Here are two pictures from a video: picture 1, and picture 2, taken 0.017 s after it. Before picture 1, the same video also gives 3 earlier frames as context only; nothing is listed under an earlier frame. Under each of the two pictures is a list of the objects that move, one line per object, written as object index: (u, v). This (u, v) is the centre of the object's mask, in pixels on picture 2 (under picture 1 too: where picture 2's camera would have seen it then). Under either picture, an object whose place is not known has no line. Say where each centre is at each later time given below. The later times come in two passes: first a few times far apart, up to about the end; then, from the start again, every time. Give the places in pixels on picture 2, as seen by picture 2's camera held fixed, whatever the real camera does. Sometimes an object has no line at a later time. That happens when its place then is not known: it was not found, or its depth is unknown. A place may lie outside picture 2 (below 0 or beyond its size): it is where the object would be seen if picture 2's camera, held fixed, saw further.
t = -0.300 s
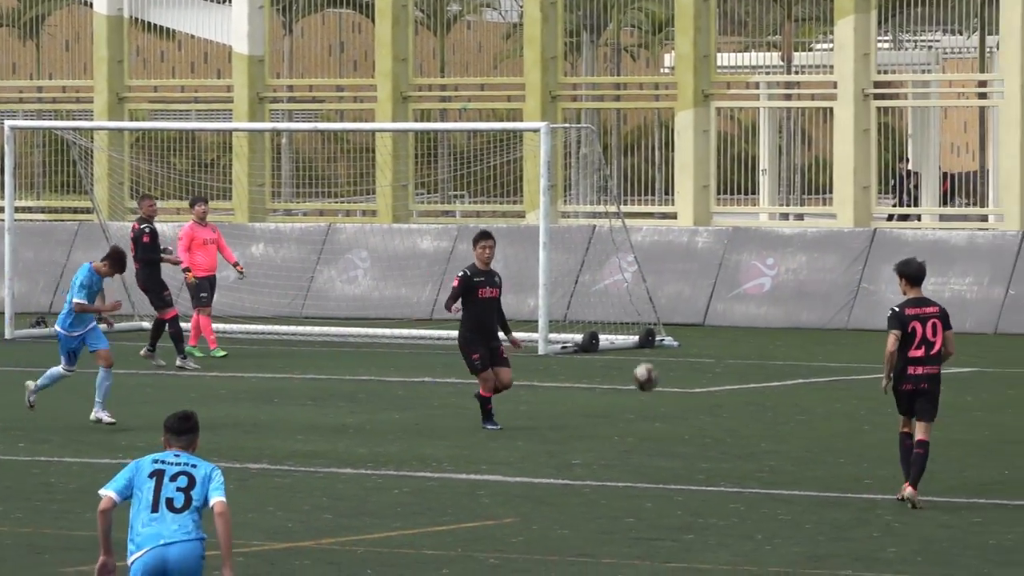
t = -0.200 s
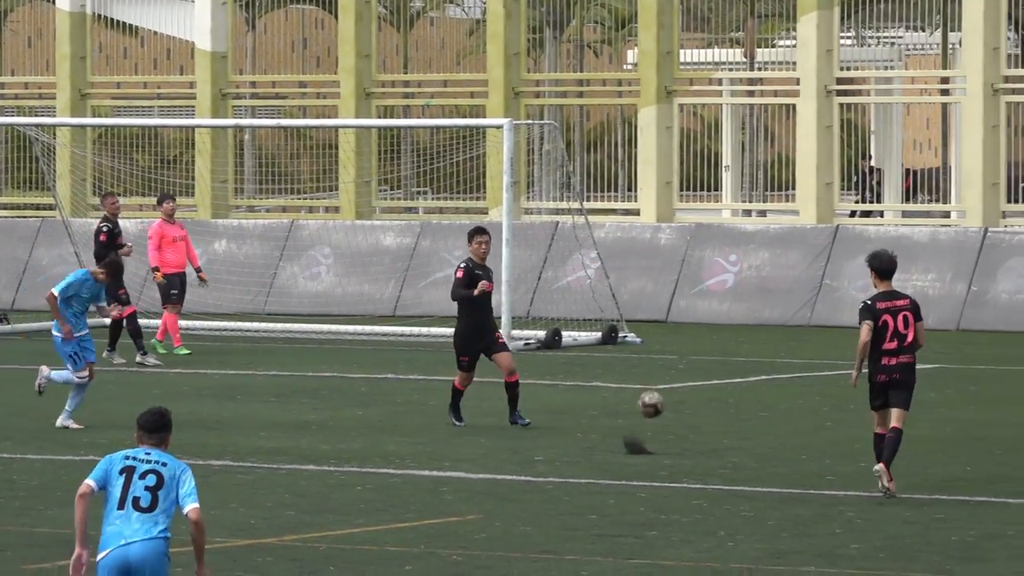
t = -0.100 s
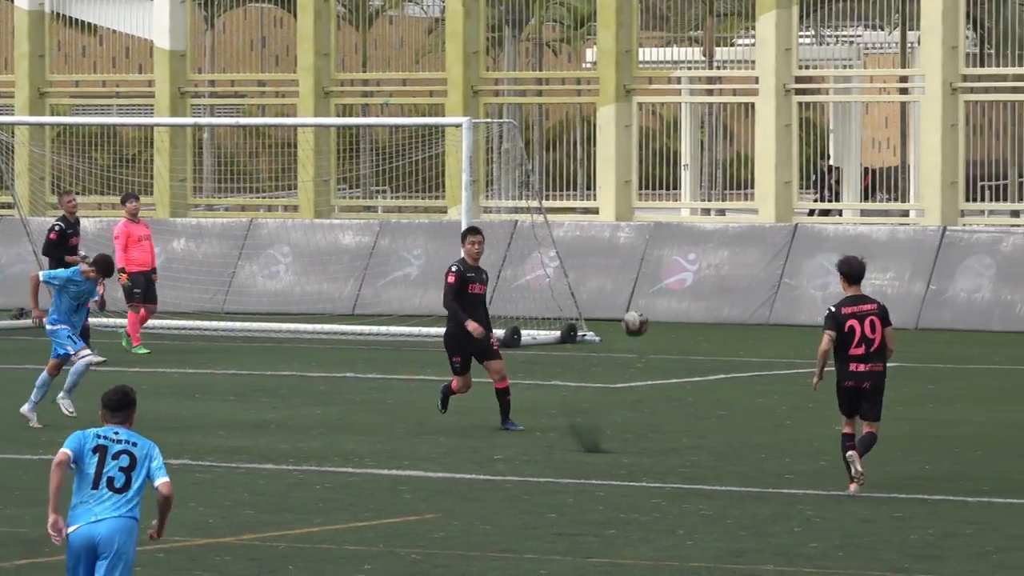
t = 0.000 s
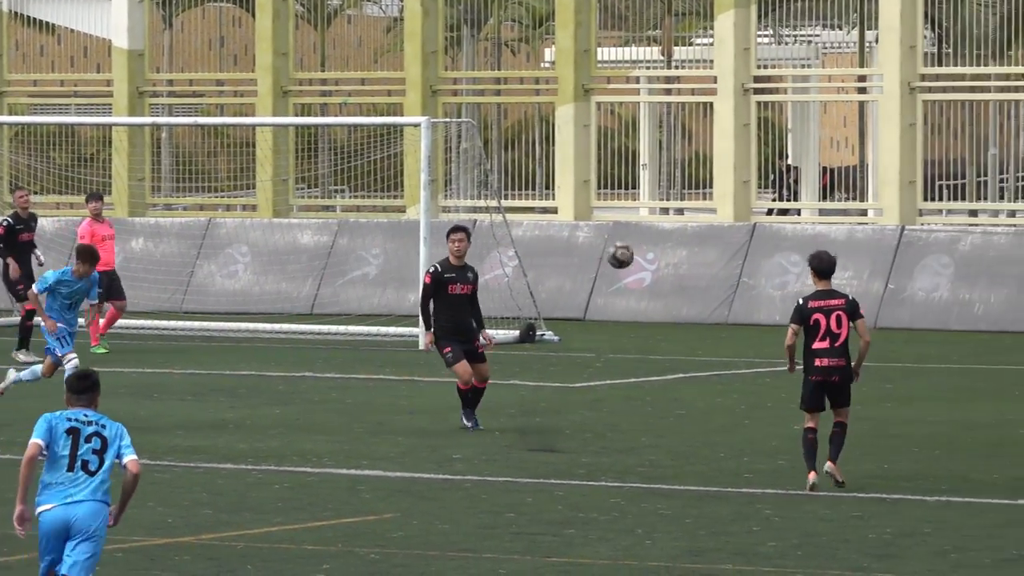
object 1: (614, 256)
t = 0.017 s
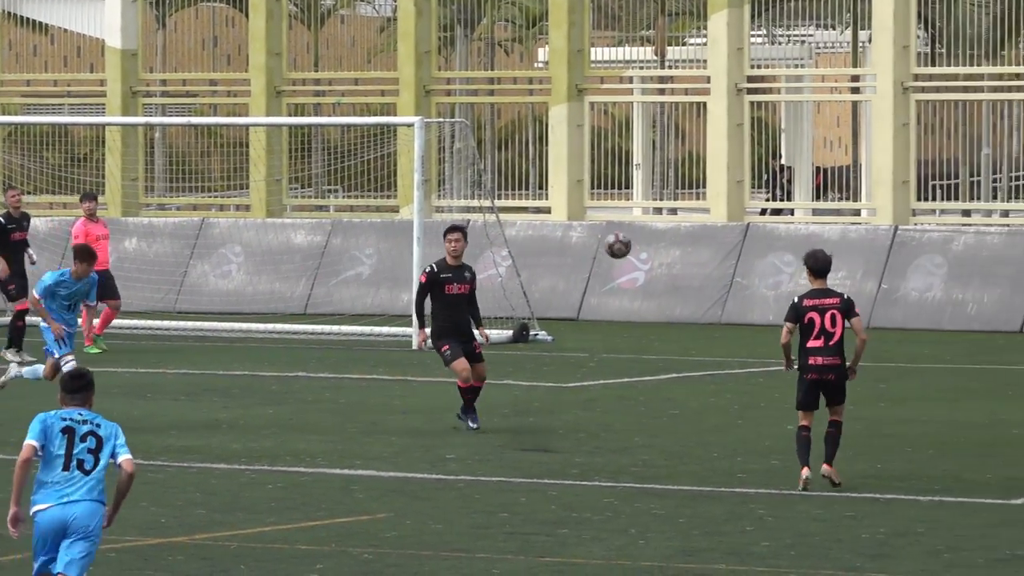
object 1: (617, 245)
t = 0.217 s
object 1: (671, 149)
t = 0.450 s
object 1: (732, 99)
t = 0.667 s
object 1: (790, 115)
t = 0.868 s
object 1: (844, 180)
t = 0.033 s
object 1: (621, 236)
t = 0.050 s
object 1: (626, 226)
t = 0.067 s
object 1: (631, 217)
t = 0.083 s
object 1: (635, 208)
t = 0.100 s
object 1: (640, 199)
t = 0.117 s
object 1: (644, 192)
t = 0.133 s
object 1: (648, 185)
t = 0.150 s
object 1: (653, 176)
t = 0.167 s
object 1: (658, 169)
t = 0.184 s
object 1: (662, 163)
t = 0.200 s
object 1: (666, 156)
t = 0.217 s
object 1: (671, 149)
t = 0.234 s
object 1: (674, 143)
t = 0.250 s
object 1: (679, 138)
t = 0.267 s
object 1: (684, 133)
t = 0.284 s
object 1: (687, 128)
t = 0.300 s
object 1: (692, 124)
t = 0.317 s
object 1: (697, 120)
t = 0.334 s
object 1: (702, 116)
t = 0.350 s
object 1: (705, 113)
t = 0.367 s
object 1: (709, 110)
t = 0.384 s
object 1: (714, 107)
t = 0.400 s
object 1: (719, 105)
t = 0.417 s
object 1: (723, 103)
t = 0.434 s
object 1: (727, 101)
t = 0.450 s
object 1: (732, 99)
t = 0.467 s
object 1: (737, 98)
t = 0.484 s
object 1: (741, 97)
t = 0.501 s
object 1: (745, 97)
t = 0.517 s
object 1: (750, 98)
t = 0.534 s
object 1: (754, 99)
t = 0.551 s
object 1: (759, 99)
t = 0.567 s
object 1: (763, 100)
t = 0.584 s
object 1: (767, 101)
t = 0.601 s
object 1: (772, 103)
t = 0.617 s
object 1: (777, 105)
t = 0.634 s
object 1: (781, 108)
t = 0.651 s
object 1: (785, 111)
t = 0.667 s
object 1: (790, 115)
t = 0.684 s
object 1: (794, 118)
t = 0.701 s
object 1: (799, 122)
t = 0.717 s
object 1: (803, 127)
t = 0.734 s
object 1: (808, 131)
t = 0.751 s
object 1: (813, 136)
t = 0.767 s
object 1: (817, 141)
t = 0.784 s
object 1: (821, 147)
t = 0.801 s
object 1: (826, 153)
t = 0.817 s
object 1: (831, 159)
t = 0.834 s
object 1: (835, 166)
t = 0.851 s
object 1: (839, 174)
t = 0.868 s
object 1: (844, 180)
